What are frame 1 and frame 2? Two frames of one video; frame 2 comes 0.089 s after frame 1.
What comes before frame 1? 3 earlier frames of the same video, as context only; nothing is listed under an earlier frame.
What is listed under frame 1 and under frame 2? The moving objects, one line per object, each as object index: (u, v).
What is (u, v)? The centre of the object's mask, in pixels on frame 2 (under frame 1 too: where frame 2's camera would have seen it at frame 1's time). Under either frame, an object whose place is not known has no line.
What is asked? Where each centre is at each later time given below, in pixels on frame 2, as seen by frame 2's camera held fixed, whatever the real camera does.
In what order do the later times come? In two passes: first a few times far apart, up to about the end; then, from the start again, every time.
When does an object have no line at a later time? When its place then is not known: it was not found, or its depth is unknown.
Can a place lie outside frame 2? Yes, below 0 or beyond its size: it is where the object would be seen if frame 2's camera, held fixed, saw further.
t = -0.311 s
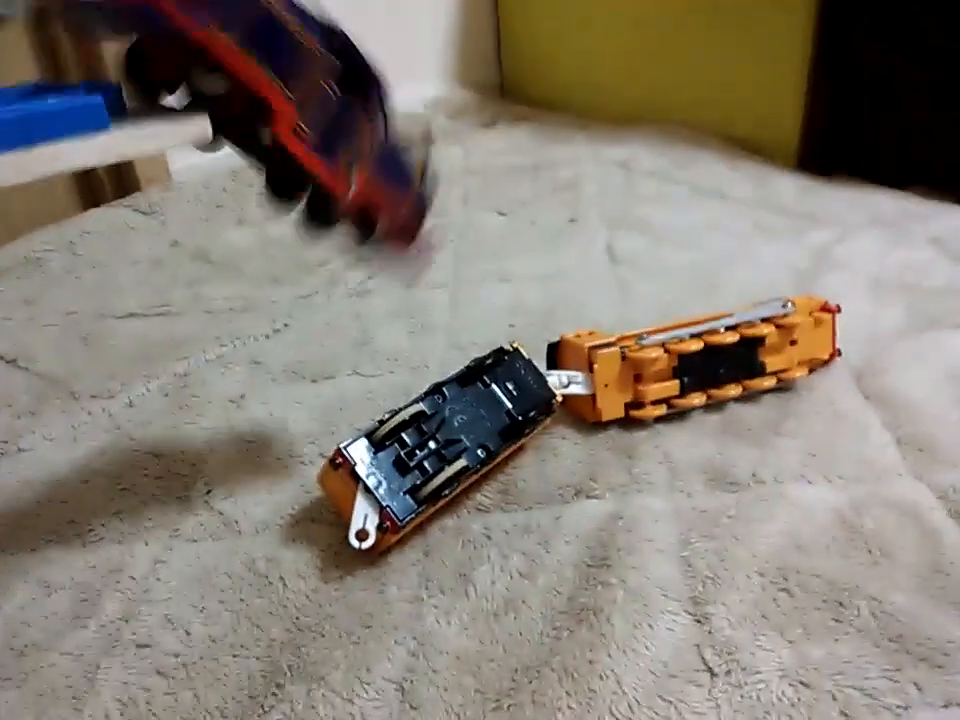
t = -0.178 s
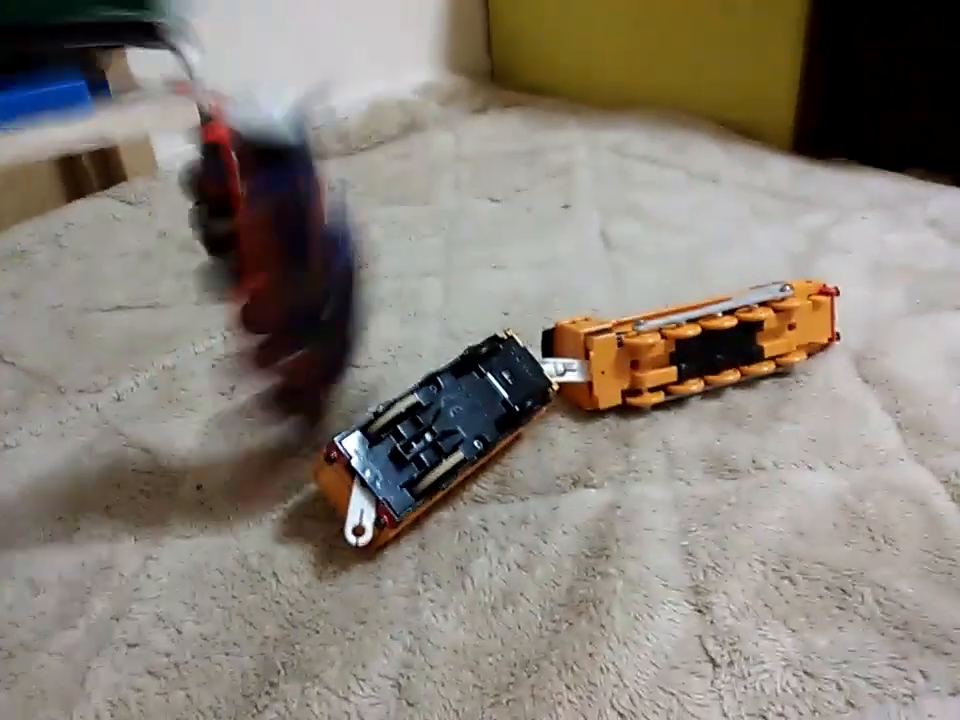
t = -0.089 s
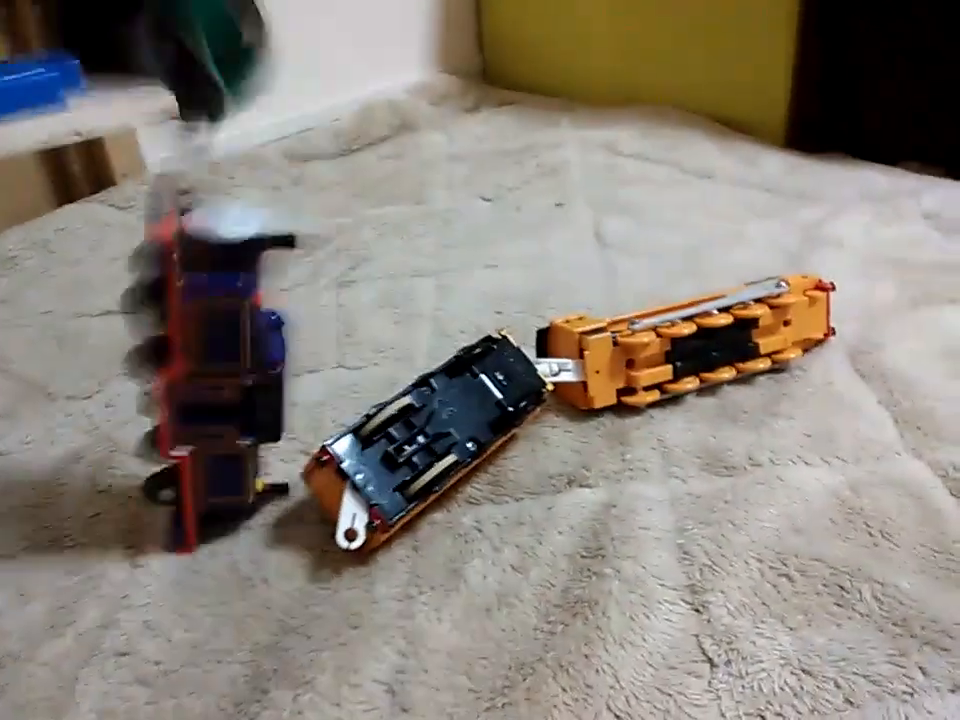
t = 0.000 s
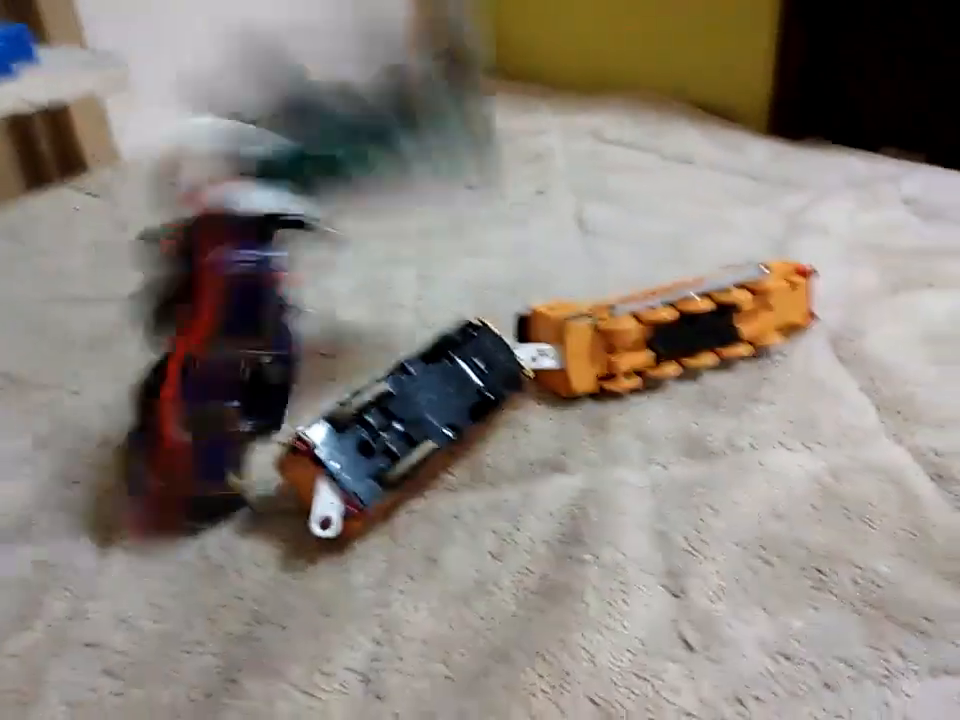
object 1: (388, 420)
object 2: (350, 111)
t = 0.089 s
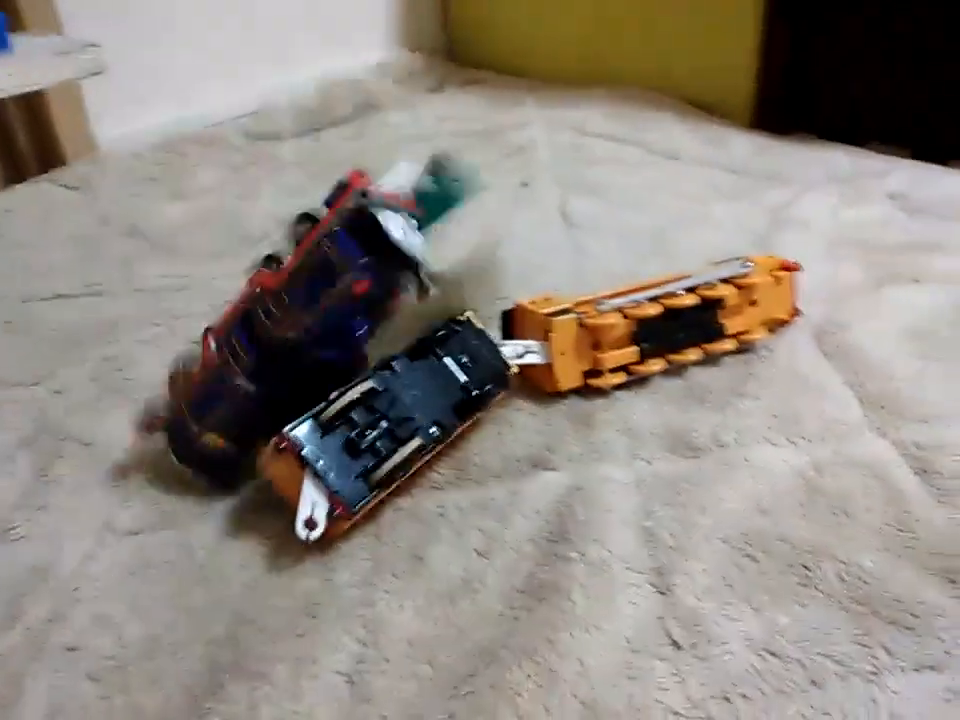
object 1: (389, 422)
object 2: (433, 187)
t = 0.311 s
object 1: (420, 455)
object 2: (492, 265)
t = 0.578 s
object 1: (419, 454)
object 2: (497, 268)
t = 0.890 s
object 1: (417, 458)
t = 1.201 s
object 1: (418, 458)
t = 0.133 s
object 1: (393, 426)
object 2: (469, 214)
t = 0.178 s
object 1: (400, 433)
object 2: (482, 241)
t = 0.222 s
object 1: (410, 444)
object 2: (486, 257)
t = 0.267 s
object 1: (418, 452)
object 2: (499, 262)
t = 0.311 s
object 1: (420, 455)
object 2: (492, 265)
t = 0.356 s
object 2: (491, 265)
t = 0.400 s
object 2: (491, 266)
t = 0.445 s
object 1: (420, 456)
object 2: (491, 266)
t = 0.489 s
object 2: (491, 266)
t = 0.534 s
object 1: (420, 455)
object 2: (491, 266)
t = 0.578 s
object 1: (419, 454)
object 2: (497, 268)
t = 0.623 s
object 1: (419, 456)
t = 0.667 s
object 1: (419, 456)
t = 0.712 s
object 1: (419, 456)
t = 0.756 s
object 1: (418, 456)
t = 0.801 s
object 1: (418, 456)
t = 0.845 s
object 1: (417, 459)
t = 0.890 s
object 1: (417, 458)
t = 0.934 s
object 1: (418, 457)
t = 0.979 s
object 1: (417, 458)
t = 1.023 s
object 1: (417, 457)
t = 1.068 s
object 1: (417, 458)
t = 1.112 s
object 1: (417, 458)
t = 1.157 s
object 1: (418, 458)
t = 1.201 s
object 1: (418, 458)
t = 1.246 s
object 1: (418, 458)
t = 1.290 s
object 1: (417, 458)
